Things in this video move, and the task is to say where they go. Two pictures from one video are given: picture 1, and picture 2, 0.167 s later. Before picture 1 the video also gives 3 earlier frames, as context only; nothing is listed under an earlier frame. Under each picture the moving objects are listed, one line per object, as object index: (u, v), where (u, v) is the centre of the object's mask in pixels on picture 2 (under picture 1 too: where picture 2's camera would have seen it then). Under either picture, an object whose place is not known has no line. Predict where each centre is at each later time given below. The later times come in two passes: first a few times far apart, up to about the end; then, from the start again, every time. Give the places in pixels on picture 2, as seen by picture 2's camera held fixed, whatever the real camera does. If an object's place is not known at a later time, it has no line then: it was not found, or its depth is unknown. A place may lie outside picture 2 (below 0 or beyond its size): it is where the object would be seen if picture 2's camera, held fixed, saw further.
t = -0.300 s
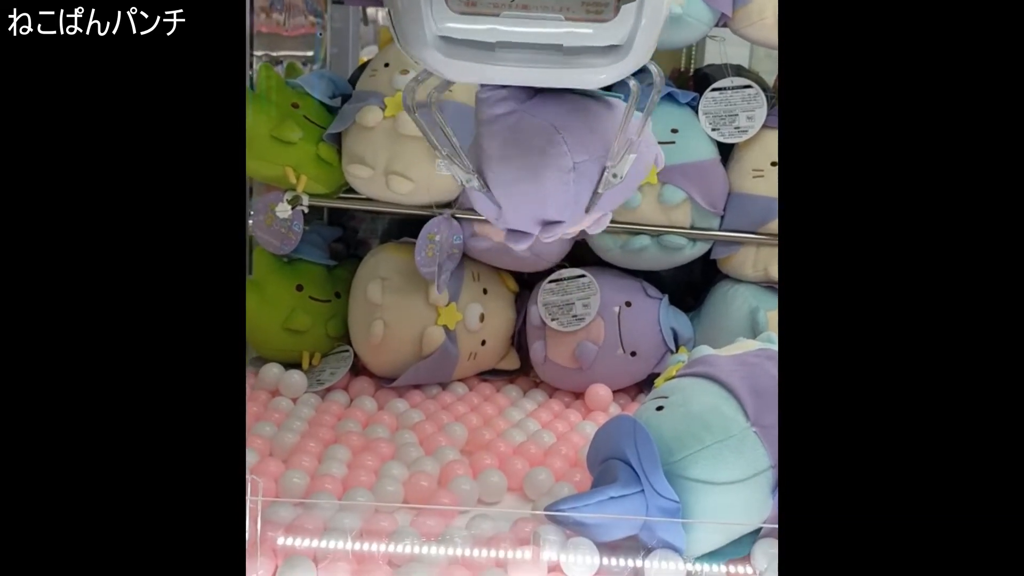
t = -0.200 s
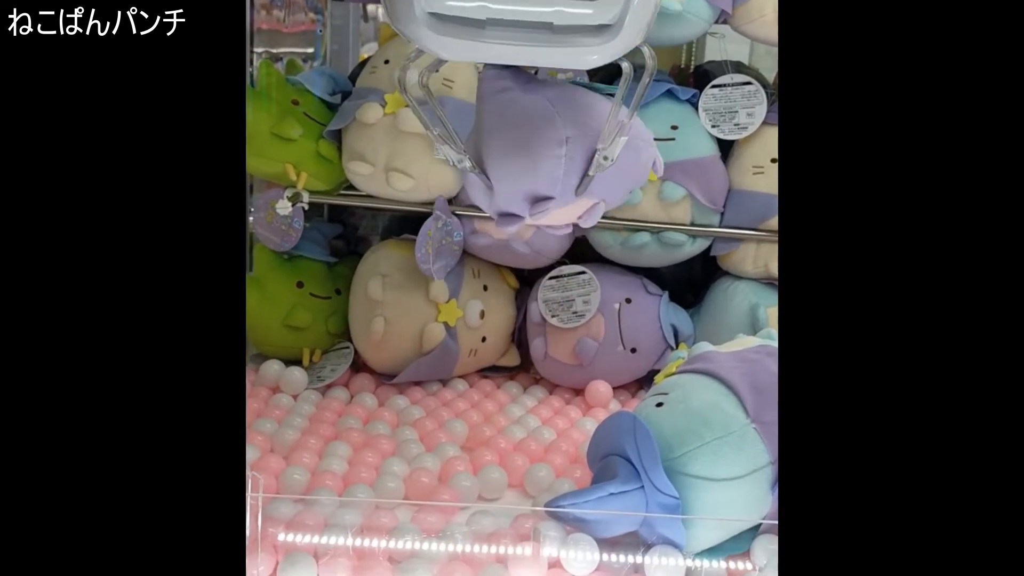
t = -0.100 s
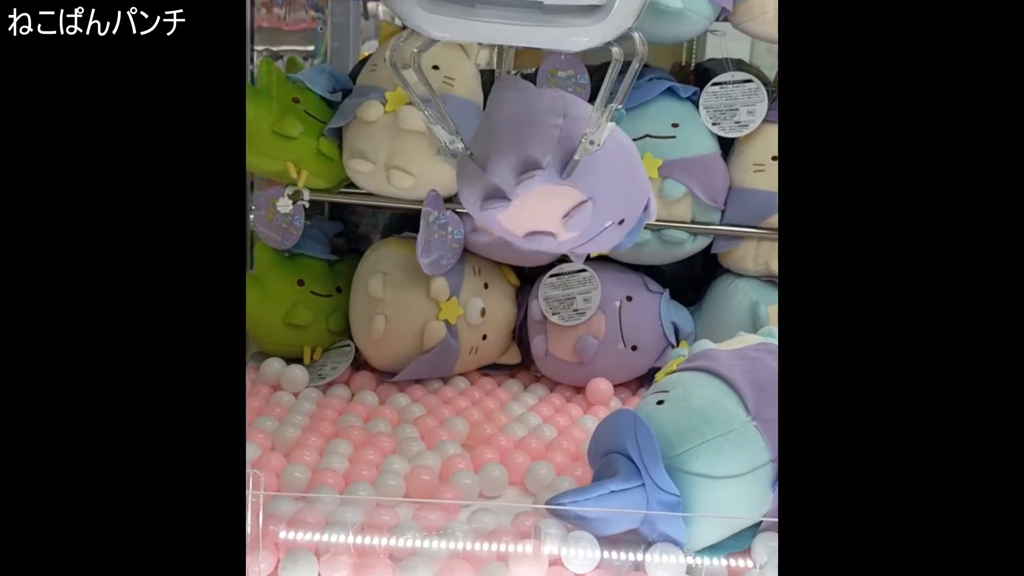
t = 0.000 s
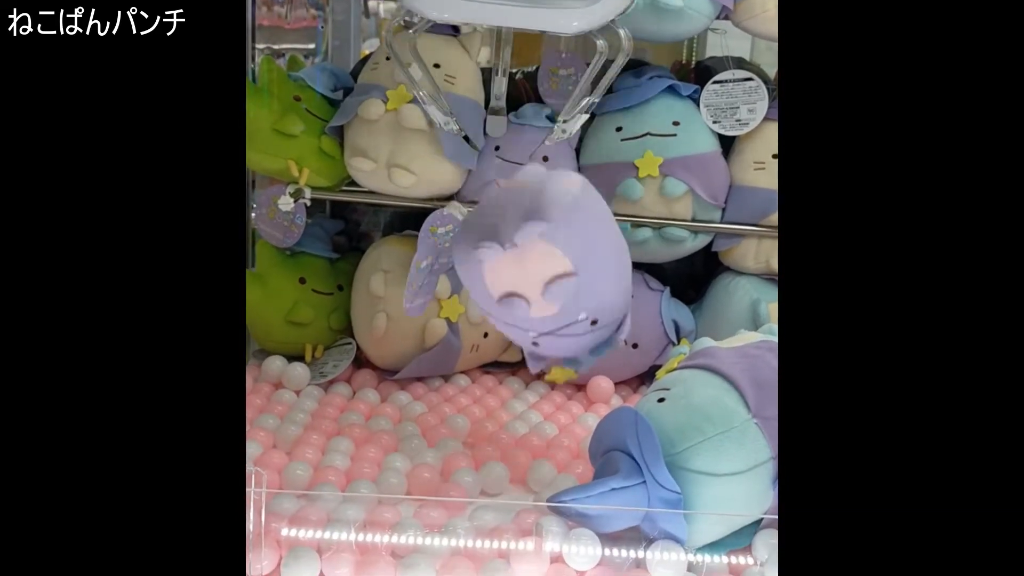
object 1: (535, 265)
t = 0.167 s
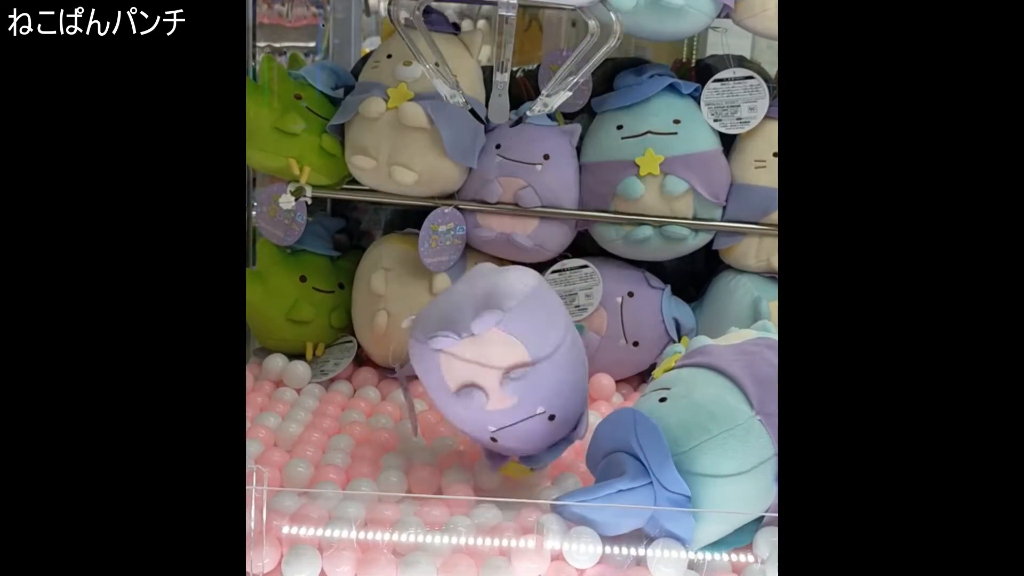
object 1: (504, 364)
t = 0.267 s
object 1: (454, 373)
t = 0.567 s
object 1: (338, 378)
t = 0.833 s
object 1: (302, 369)
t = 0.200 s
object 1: (488, 356)
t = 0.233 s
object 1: (472, 359)
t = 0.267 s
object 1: (454, 373)
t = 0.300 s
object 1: (438, 398)
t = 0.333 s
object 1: (423, 410)
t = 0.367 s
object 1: (410, 396)
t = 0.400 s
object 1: (396, 390)
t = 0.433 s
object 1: (382, 391)
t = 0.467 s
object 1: (367, 387)
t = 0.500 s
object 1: (354, 383)
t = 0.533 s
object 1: (345, 381)
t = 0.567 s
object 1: (338, 378)
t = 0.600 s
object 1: (331, 376)
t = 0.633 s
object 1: (324, 375)
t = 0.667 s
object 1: (318, 371)
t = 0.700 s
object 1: (313, 368)
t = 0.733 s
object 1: (308, 367)
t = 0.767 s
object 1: (305, 367)
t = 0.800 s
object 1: (304, 367)
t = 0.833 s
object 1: (302, 369)
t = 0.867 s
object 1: (300, 371)
